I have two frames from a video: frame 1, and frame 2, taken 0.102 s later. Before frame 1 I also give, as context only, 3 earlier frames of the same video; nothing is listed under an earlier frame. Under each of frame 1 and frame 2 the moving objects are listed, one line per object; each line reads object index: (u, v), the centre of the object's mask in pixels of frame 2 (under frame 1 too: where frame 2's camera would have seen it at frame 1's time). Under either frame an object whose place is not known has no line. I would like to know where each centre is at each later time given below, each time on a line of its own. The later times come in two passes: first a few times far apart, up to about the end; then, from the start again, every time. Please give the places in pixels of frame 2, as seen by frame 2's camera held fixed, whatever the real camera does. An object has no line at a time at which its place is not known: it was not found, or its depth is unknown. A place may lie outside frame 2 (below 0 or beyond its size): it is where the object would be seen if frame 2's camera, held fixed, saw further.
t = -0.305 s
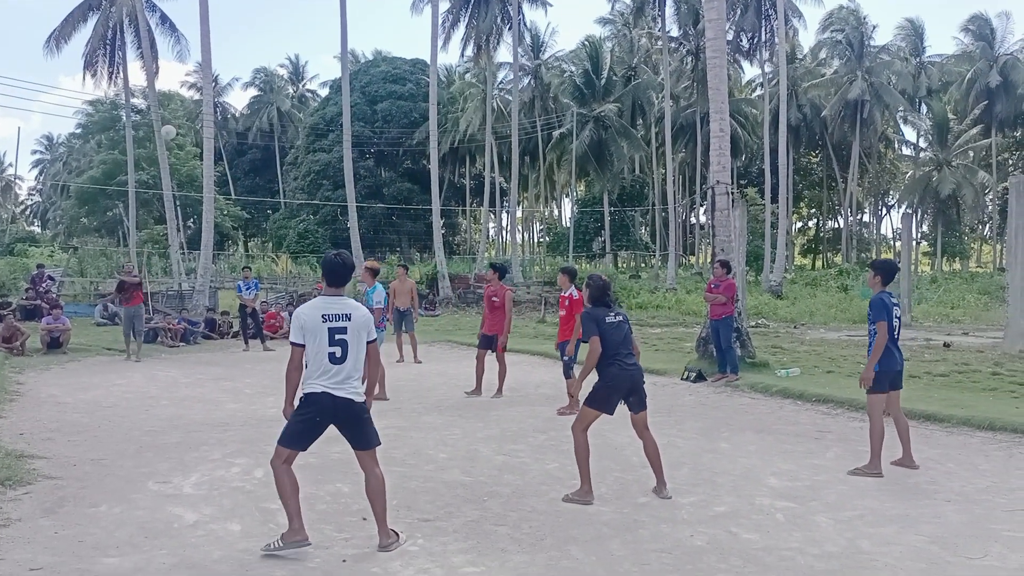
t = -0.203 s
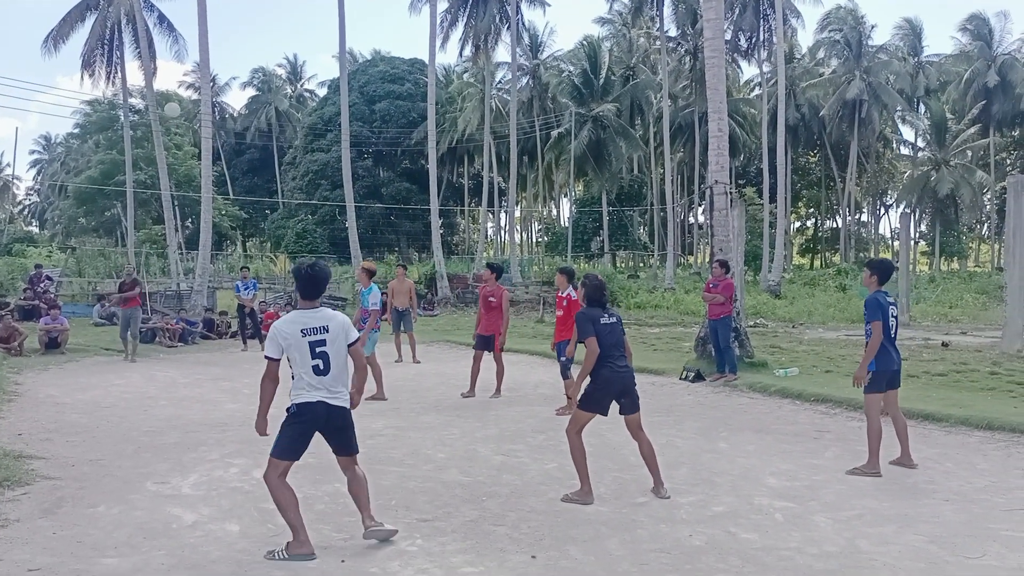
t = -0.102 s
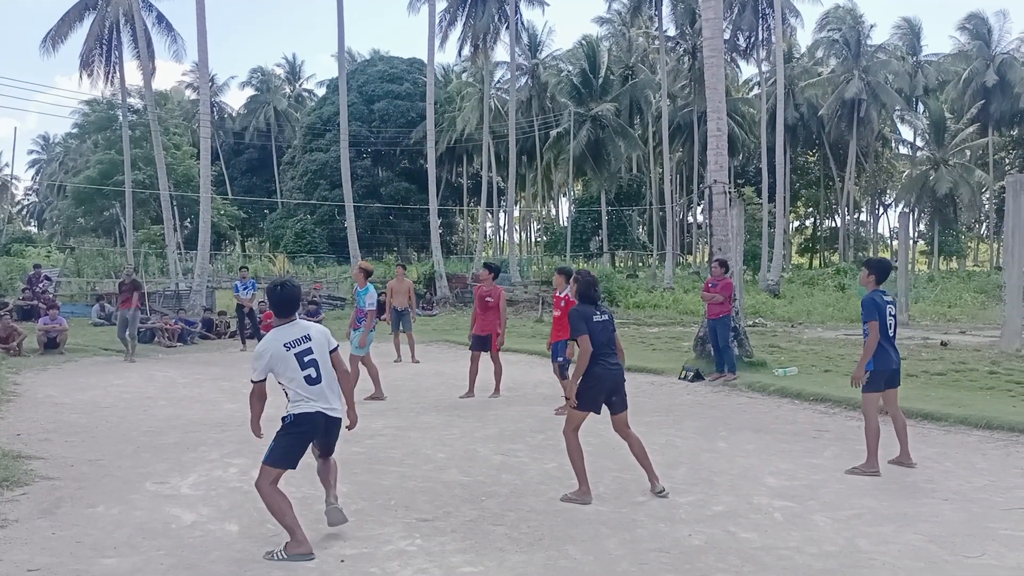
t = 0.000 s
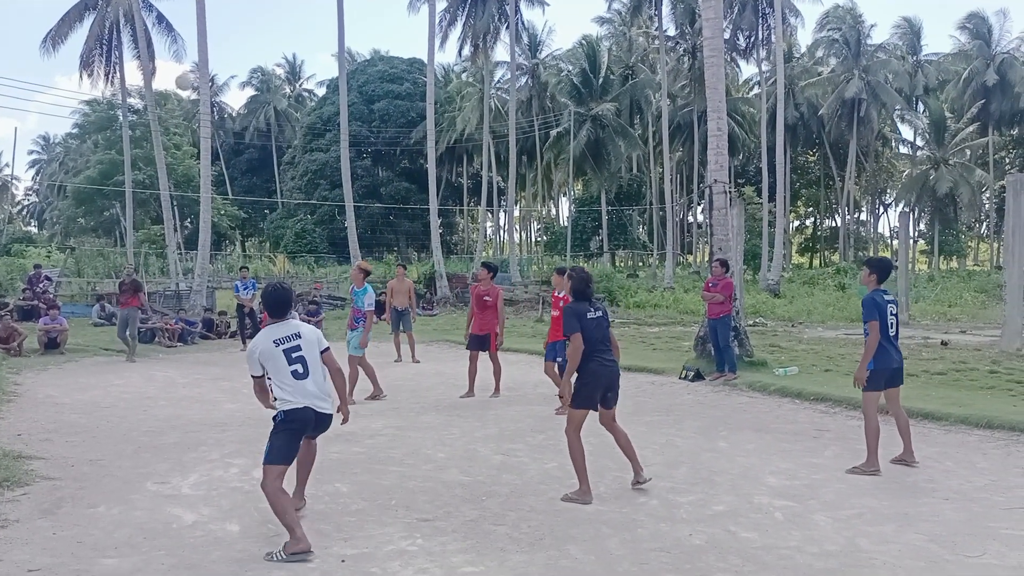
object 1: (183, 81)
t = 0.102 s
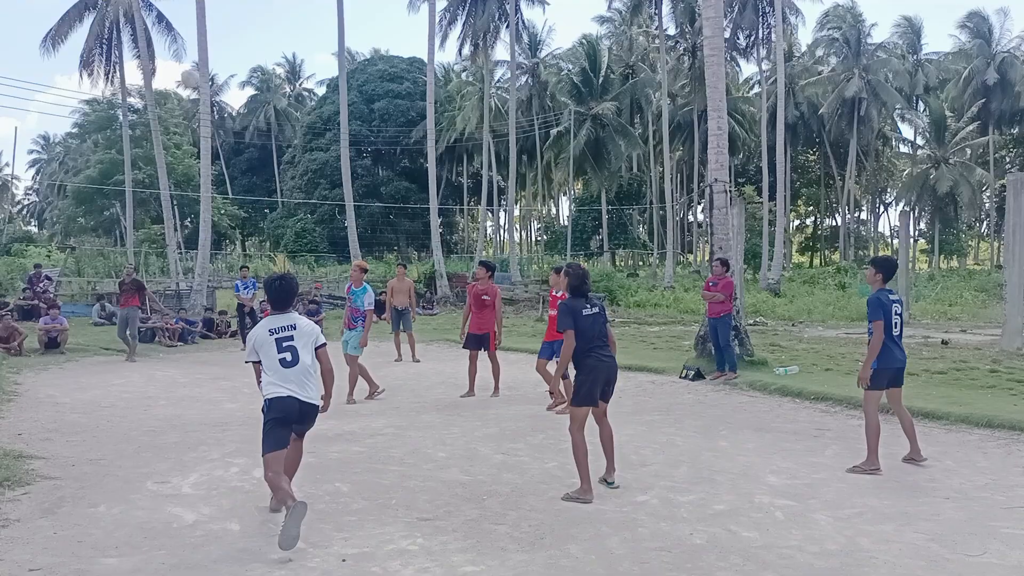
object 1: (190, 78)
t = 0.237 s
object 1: (199, 87)
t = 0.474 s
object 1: (217, 147)
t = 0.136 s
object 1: (192, 79)
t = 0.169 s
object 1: (193, 79)
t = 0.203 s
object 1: (198, 84)
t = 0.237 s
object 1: (199, 87)
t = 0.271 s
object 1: (203, 90)
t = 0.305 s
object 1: (204, 97)
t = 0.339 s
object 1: (207, 105)
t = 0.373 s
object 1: (210, 113)
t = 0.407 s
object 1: (213, 123)
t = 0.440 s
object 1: (214, 135)
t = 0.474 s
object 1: (217, 147)
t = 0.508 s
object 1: (220, 162)
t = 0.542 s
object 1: (222, 178)
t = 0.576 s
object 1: (225, 196)
